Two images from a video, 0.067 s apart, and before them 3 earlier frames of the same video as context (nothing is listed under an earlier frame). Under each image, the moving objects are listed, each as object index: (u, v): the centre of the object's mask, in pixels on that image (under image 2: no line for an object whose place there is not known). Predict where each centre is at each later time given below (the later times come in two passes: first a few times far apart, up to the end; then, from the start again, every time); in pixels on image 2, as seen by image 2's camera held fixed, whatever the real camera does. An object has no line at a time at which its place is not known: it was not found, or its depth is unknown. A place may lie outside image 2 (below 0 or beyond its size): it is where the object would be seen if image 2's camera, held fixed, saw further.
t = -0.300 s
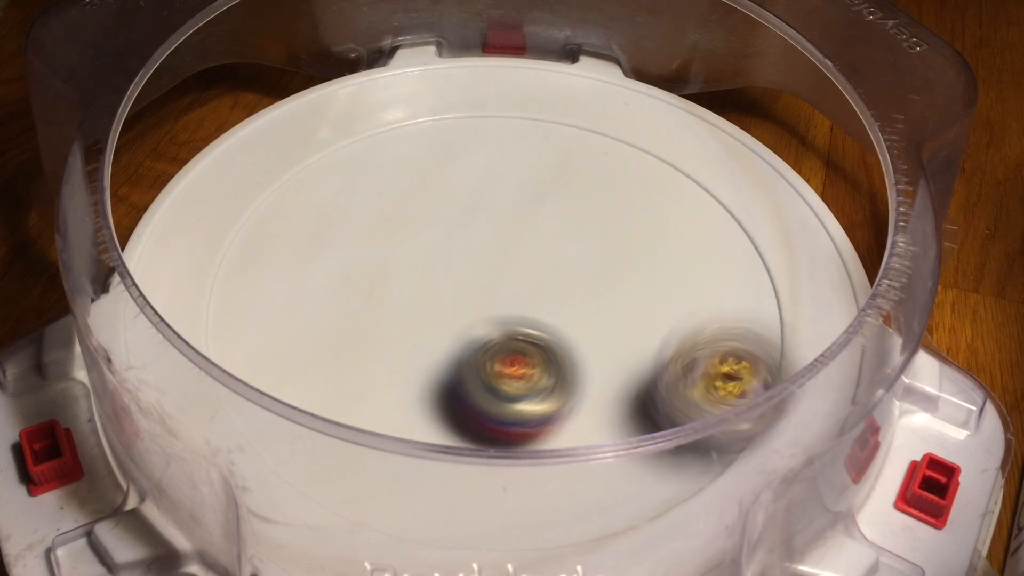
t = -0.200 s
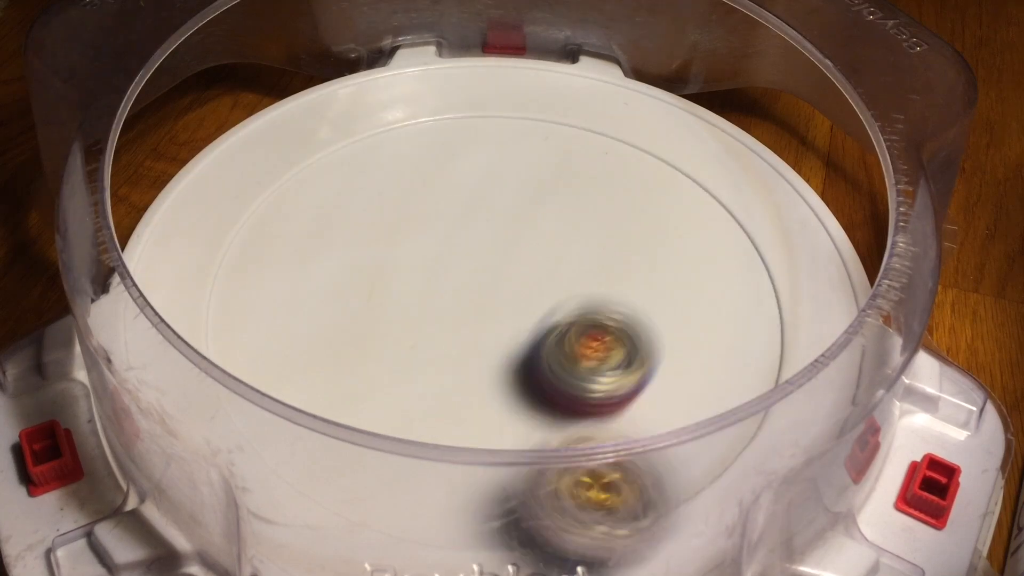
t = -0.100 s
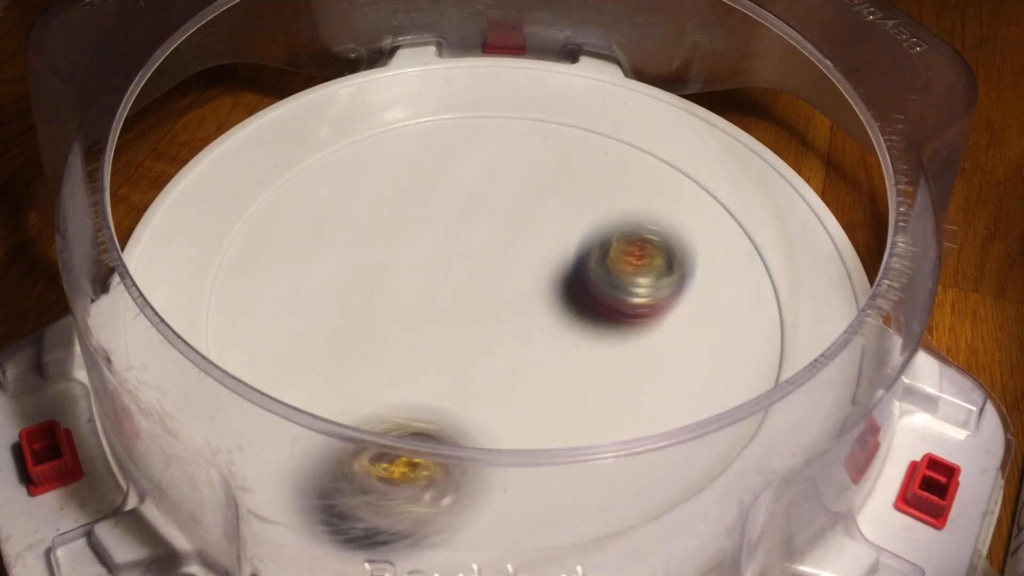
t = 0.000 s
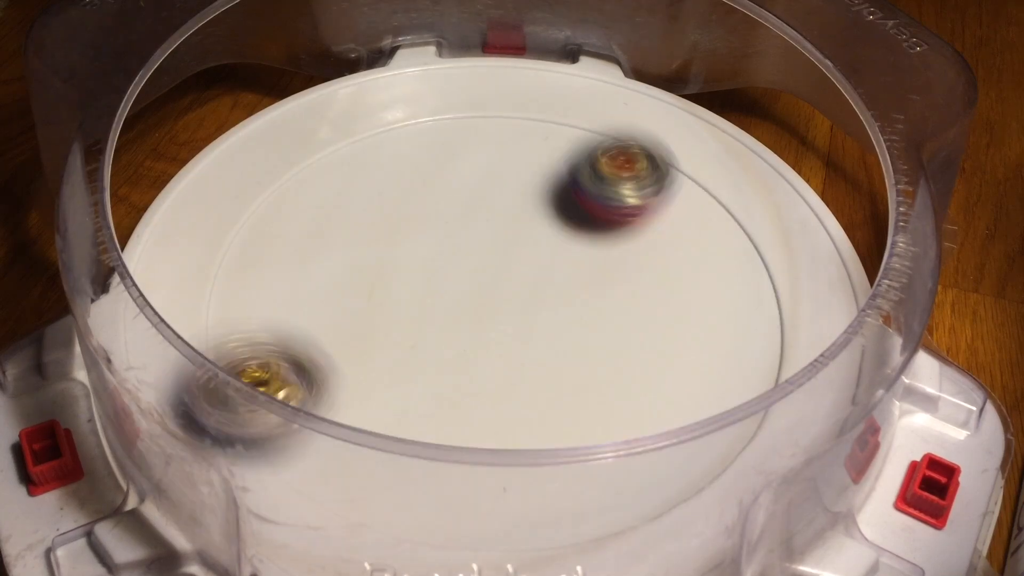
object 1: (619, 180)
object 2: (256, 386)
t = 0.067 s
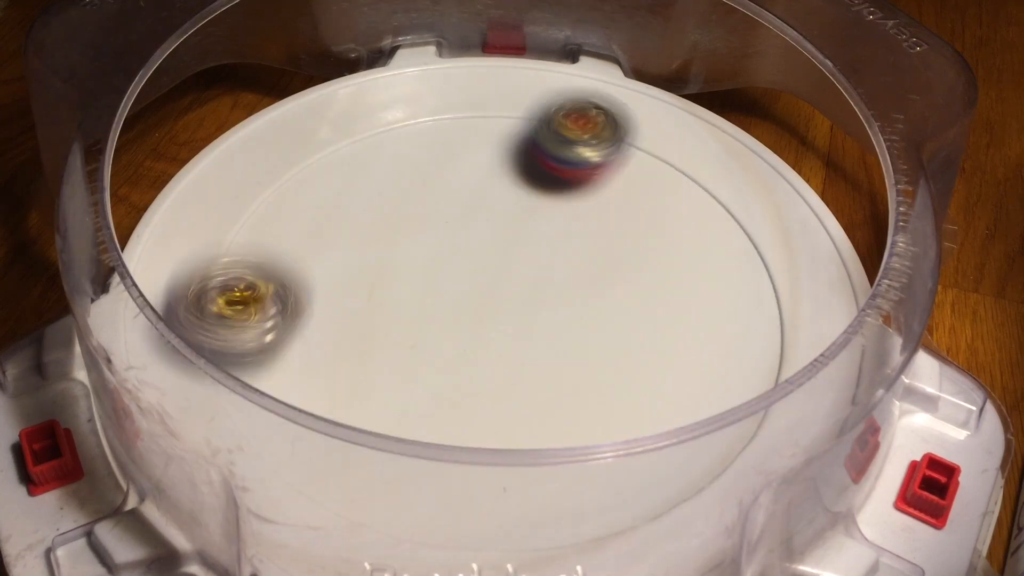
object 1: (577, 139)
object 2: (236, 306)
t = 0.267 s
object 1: (507, 88)
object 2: (320, 230)
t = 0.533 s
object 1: (600, 163)
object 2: (329, 272)
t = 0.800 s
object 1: (660, 258)
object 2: (239, 389)
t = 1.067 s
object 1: (648, 193)
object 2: (175, 331)
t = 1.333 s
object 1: (477, 258)
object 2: (340, 296)
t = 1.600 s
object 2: (333, 349)
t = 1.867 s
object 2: (477, 375)
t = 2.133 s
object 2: (484, 388)
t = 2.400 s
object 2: (605, 308)
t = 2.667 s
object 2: (661, 321)
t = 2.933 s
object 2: (667, 289)
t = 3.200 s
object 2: (562, 186)
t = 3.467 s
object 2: (569, 199)
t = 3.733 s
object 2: (406, 185)
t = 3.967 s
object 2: (476, 190)
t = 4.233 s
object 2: (599, 223)
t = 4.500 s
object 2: (735, 113)
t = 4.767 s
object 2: (860, 194)
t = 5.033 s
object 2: (800, 150)
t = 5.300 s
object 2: (798, 147)
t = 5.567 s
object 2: (799, 149)
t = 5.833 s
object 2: (800, 150)
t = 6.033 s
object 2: (800, 150)
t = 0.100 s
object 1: (548, 128)
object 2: (250, 270)
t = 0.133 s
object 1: (518, 124)
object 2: (278, 237)
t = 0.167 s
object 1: (485, 126)
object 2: (315, 214)
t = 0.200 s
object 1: (453, 132)
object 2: (348, 199)
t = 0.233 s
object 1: (475, 114)
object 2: (340, 206)
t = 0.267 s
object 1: (507, 88)
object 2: (320, 230)
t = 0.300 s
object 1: (540, 74)
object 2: (311, 247)
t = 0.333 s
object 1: (569, 65)
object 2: (307, 257)
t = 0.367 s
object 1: (589, 68)
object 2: (304, 263)
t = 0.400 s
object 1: (602, 79)
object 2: (303, 265)
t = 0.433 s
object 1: (612, 95)
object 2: (304, 266)
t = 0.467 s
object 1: (614, 114)
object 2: (308, 266)
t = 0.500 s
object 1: (611, 137)
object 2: (317, 267)
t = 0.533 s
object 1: (600, 163)
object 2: (329, 272)
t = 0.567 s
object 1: (587, 187)
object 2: (343, 278)
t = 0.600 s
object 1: (574, 210)
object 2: (358, 287)
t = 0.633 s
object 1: (557, 233)
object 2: (373, 299)
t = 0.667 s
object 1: (541, 257)
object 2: (387, 312)
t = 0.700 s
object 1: (527, 278)
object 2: (398, 329)
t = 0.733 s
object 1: (531, 292)
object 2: (387, 352)
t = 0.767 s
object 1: (600, 279)
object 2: (311, 380)
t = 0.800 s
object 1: (660, 258)
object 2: (239, 389)
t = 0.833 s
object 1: (718, 235)
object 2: (213, 374)
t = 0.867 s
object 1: (757, 212)
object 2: (194, 372)
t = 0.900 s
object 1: (756, 189)
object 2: (187, 361)
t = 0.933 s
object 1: (744, 183)
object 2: (190, 357)
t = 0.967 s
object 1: (728, 196)
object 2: (189, 349)
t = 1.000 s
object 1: (708, 188)
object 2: (181, 340)
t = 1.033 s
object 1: (682, 178)
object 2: (178, 335)
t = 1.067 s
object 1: (648, 193)
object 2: (175, 331)
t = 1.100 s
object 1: (616, 201)
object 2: (180, 327)
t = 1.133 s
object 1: (584, 203)
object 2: (189, 321)
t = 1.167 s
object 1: (555, 212)
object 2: (206, 318)
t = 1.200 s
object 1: (527, 220)
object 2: (233, 311)
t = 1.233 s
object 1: (502, 230)
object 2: (257, 304)
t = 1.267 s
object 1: (479, 241)
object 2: (289, 295)
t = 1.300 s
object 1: (460, 254)
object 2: (330, 292)
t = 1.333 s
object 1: (477, 258)
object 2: (340, 296)
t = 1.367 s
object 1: (510, 264)
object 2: (339, 307)
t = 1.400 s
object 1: (543, 269)
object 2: (337, 318)
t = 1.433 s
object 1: (580, 276)
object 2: (334, 330)
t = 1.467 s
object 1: (615, 280)
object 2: (331, 339)
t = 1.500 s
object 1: (651, 281)
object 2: (329, 345)
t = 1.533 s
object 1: (680, 281)
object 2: (328, 348)
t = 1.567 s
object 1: (707, 277)
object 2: (329, 349)
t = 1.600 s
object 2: (333, 349)
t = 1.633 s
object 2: (342, 349)
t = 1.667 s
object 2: (356, 348)
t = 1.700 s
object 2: (372, 348)
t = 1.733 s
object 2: (392, 350)
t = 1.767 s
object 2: (417, 353)
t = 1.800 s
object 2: (439, 359)
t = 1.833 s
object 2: (458, 367)
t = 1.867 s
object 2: (477, 375)
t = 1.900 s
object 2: (491, 386)
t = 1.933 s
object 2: (499, 392)
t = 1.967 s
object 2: (503, 398)
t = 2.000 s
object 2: (503, 402)
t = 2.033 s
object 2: (499, 403)
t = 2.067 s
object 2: (493, 401)
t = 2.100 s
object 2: (488, 396)
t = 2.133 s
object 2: (484, 388)
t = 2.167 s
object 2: (487, 375)
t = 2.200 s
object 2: (494, 361)
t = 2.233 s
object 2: (506, 347)
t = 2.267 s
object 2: (523, 334)
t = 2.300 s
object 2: (541, 322)
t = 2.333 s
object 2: (562, 314)
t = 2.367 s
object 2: (584, 310)
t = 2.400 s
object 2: (605, 308)
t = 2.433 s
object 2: (623, 311)
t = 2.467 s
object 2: (638, 316)
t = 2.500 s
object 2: (646, 324)
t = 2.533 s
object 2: (644, 334)
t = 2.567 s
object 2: (635, 344)
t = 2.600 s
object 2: (629, 345)
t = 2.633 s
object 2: (646, 334)
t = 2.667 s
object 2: (661, 321)
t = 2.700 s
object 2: (675, 311)
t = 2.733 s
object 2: (687, 302)
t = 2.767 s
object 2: (696, 296)
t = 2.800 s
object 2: (701, 294)
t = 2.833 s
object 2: (700, 292)
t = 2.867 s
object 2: (694, 291)
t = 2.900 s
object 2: (682, 291)
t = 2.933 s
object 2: (667, 289)
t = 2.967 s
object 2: (650, 283)
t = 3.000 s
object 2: (630, 275)
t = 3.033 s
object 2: (611, 263)
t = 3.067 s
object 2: (595, 249)
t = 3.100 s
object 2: (581, 233)
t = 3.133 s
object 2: (571, 216)
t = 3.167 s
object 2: (564, 200)
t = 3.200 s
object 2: (562, 186)
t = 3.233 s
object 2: (564, 175)
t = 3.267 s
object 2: (570, 164)
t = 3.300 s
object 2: (577, 157)
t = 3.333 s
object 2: (585, 156)
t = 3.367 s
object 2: (589, 162)
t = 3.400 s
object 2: (589, 172)
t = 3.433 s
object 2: (581, 186)
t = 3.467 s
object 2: (569, 199)
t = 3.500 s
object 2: (551, 212)
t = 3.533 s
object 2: (527, 220)
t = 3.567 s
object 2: (501, 224)
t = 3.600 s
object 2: (474, 225)
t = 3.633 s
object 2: (449, 221)
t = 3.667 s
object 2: (428, 210)
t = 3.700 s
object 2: (414, 199)
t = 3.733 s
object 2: (406, 185)
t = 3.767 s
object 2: (406, 173)
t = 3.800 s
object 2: (411, 162)
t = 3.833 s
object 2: (423, 155)
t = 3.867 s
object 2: (438, 155)
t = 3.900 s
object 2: (454, 160)
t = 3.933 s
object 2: (468, 172)
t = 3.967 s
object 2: (476, 190)
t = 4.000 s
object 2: (481, 213)
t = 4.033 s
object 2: (480, 233)
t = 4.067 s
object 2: (493, 230)
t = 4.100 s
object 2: (512, 221)
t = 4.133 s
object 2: (532, 214)
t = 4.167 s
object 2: (555, 212)
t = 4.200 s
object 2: (578, 213)
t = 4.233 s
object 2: (599, 223)
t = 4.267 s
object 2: (613, 238)
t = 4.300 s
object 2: (619, 258)
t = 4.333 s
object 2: (613, 280)
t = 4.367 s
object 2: (638, 252)
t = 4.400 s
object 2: (686, 200)
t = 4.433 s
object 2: (716, 158)
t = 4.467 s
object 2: (728, 130)
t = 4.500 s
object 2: (735, 113)
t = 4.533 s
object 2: (729, 102)
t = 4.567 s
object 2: (722, 95)
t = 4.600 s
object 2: (722, 86)
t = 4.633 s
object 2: (749, 84)
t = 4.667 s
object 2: (789, 110)
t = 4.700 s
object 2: (823, 134)
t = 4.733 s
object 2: (846, 164)
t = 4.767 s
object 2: (860, 194)
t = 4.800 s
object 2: (857, 203)
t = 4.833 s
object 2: (851, 188)
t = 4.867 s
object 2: (840, 180)
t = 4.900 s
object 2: (826, 179)
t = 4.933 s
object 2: (817, 169)
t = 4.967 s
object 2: (809, 160)
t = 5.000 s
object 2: (803, 154)
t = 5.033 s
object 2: (800, 150)
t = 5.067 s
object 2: (798, 147)
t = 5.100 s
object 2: (797, 146)
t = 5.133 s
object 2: (797, 146)
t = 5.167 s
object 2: (797, 146)
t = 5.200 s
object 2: (797, 147)
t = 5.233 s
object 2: (798, 147)
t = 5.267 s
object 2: (798, 147)
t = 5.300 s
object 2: (798, 147)
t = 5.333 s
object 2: (798, 148)
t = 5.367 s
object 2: (799, 149)
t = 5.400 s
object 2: (800, 150)
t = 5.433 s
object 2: (800, 149)
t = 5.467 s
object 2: (799, 149)
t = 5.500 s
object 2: (799, 149)
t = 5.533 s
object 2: (799, 149)
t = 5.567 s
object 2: (799, 149)
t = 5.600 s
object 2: (799, 149)
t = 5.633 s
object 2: (799, 149)
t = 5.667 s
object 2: (799, 149)
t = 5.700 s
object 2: (799, 150)
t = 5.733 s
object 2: (799, 150)
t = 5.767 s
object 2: (799, 150)
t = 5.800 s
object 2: (800, 150)
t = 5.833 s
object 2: (800, 150)
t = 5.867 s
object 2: (800, 150)
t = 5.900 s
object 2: (800, 150)
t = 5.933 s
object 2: (800, 150)
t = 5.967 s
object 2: (800, 150)
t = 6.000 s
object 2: (800, 150)
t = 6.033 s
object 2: (800, 150)
